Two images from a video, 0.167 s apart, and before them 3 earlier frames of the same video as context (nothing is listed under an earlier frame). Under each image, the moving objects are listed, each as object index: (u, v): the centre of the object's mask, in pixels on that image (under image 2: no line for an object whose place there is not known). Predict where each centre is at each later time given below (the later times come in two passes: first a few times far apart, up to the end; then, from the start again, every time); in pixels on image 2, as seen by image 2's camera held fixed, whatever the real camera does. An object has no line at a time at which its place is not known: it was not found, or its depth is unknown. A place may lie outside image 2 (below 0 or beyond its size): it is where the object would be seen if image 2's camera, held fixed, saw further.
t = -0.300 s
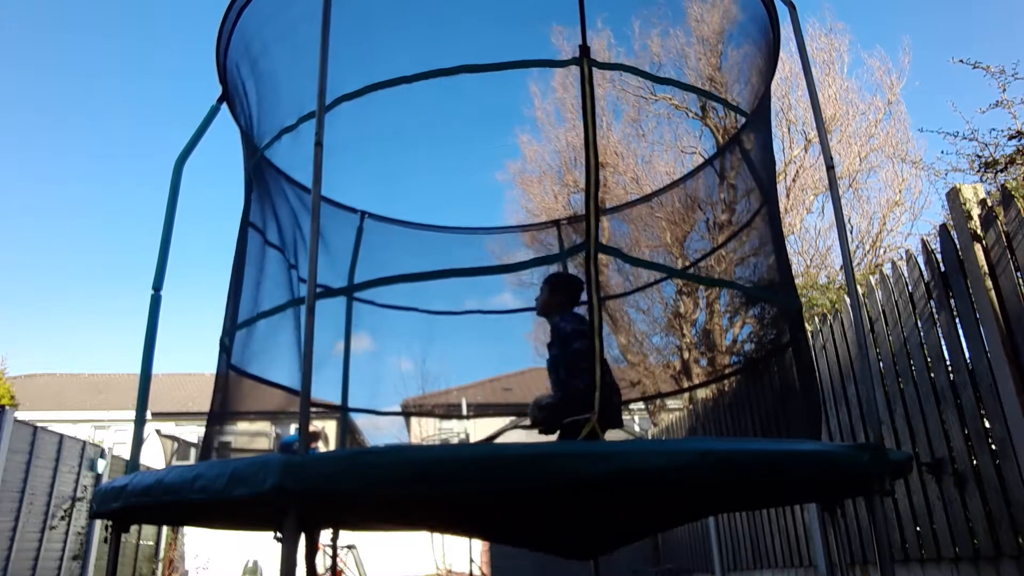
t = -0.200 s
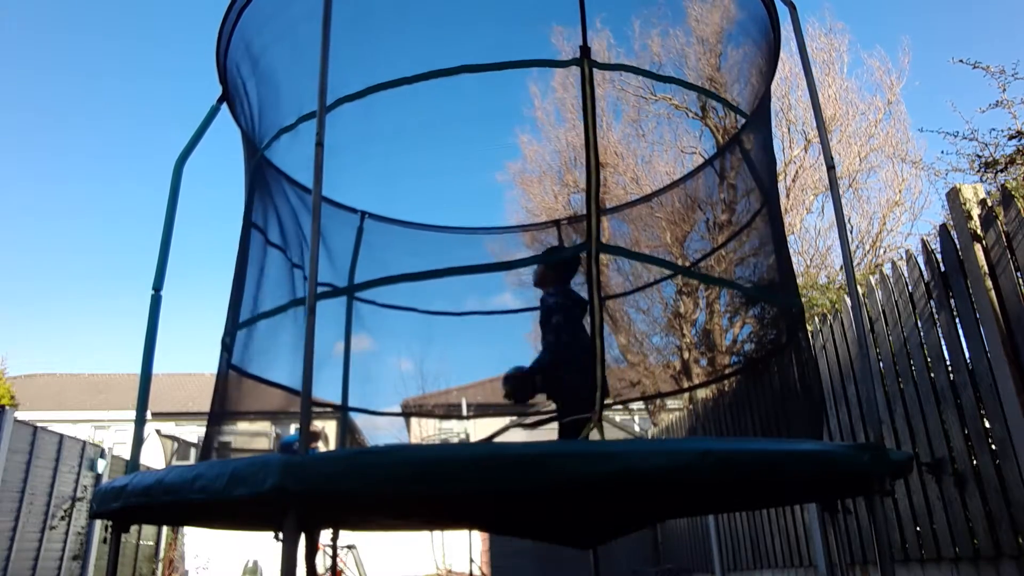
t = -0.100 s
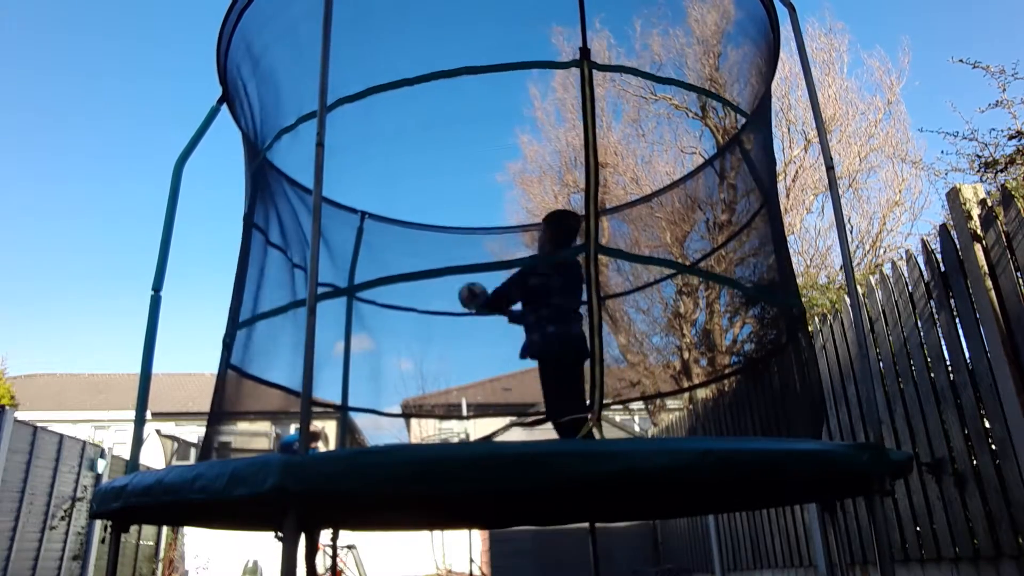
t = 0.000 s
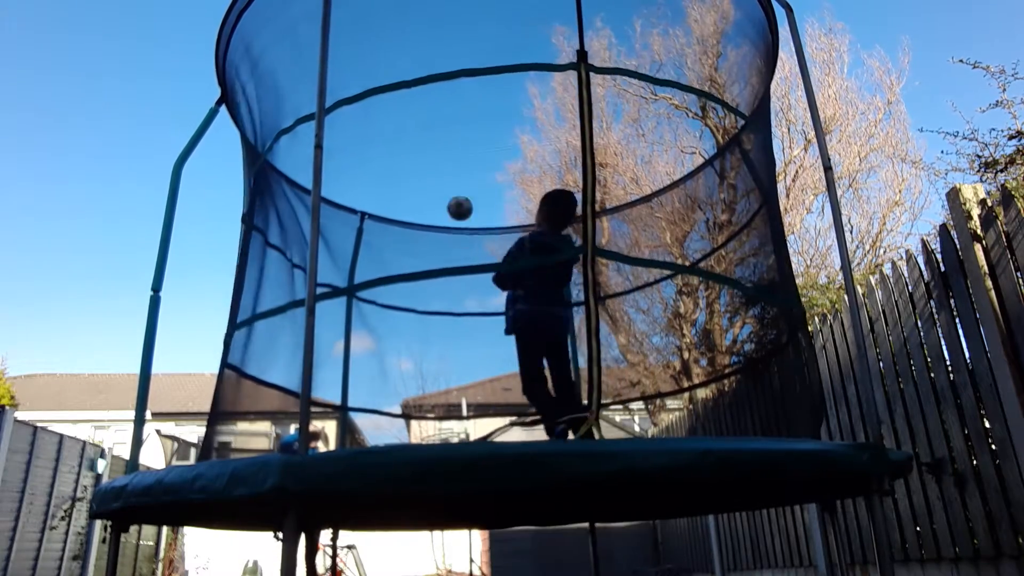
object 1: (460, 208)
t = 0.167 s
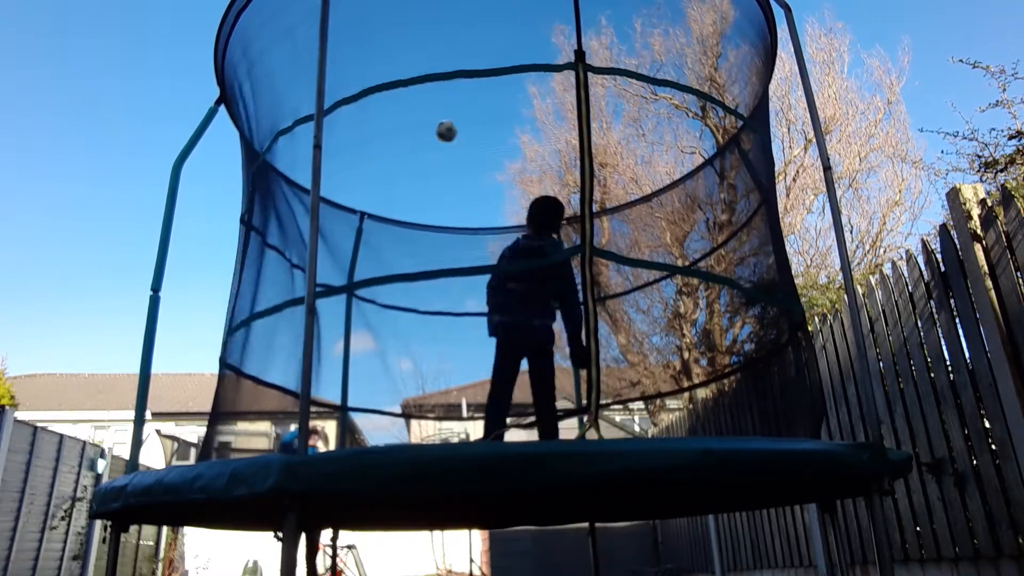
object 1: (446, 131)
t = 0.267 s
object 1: (440, 111)
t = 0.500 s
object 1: (430, 115)
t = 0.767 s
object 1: (423, 174)
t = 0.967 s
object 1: (421, 250)
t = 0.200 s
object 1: (444, 122)
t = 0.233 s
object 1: (442, 115)
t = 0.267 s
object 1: (440, 111)
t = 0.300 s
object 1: (438, 108)
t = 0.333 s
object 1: (436, 106)
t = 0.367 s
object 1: (434, 105)
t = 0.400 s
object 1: (433, 106)
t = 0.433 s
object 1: (432, 108)
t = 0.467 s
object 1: (431, 111)
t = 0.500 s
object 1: (430, 115)
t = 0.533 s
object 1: (429, 119)
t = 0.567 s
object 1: (428, 125)
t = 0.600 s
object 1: (427, 131)
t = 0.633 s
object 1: (427, 138)
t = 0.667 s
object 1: (426, 146)
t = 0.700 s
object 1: (425, 155)
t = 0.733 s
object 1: (424, 164)
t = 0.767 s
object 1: (423, 174)
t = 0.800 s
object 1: (423, 185)
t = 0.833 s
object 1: (423, 196)
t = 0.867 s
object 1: (422, 209)
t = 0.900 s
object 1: (422, 220)
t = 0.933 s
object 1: (422, 236)
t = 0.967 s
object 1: (421, 250)
